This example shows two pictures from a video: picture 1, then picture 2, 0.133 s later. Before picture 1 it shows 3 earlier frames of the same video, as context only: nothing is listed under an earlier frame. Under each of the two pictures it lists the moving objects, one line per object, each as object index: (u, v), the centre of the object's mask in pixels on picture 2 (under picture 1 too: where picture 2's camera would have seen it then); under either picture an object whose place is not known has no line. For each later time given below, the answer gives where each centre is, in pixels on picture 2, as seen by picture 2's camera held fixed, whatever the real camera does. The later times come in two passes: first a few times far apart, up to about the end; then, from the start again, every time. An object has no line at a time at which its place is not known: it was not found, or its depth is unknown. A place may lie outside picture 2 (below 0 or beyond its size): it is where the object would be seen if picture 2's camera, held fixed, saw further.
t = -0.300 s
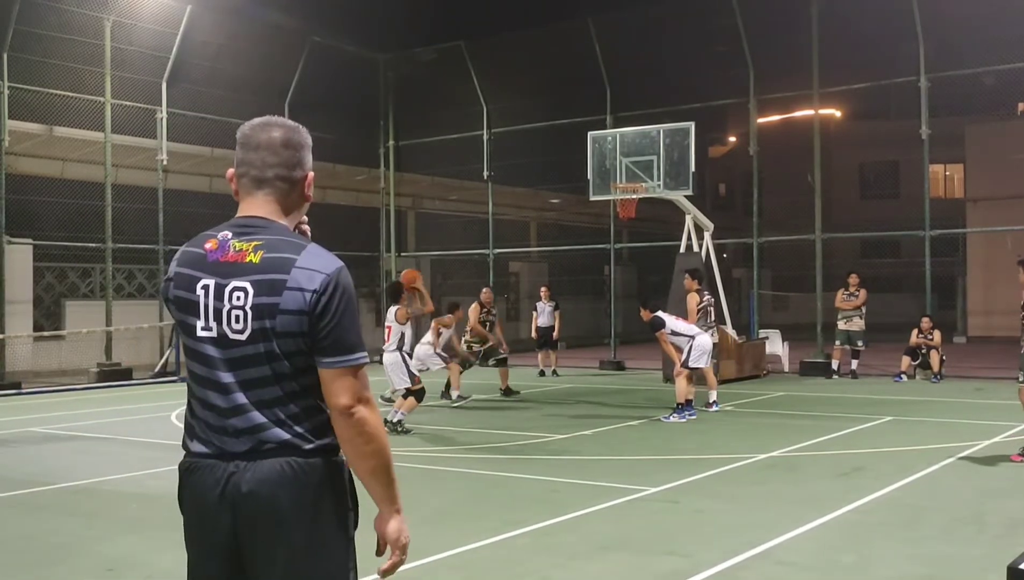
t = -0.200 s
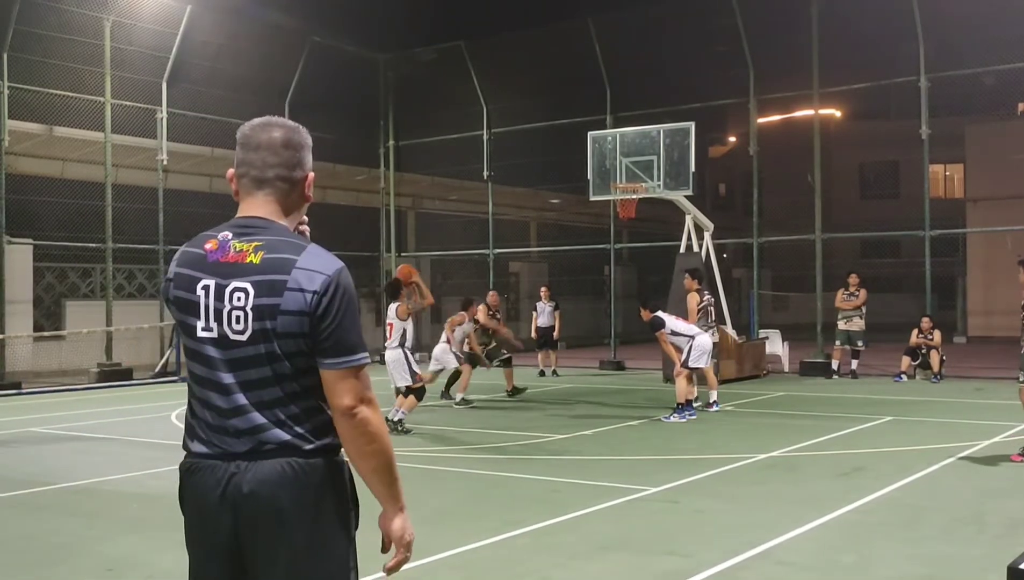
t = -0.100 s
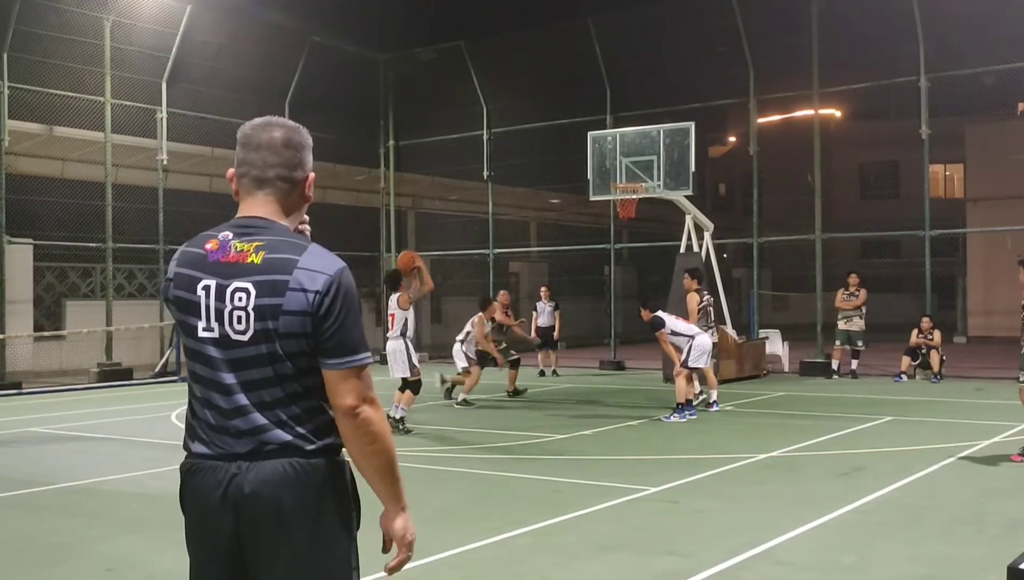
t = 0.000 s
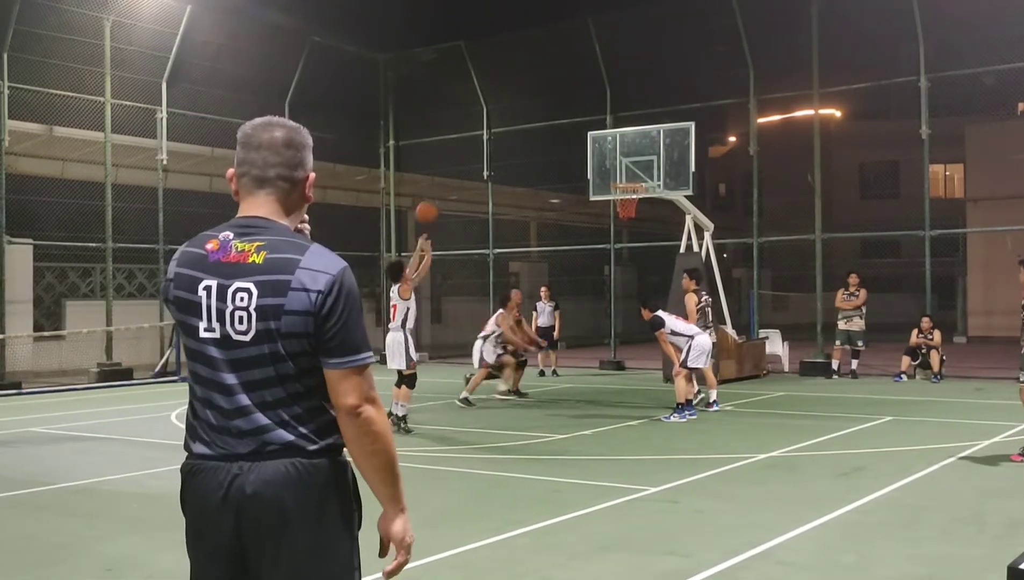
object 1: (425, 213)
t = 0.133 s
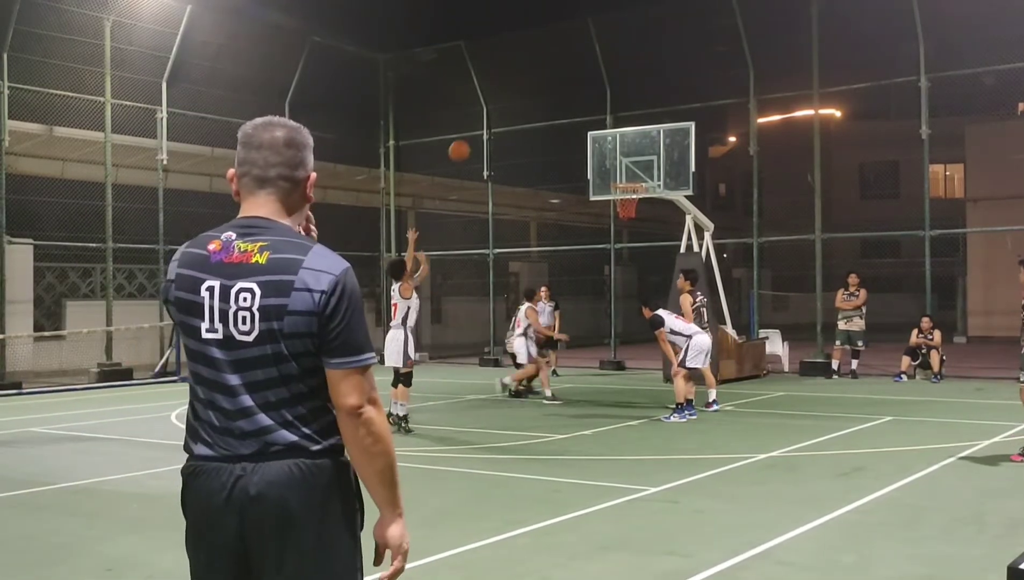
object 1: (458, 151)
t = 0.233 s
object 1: (478, 120)
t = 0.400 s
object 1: (512, 91)
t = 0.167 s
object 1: (467, 137)
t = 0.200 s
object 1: (472, 131)
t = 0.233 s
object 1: (478, 120)
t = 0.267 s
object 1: (487, 110)
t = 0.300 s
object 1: (492, 106)
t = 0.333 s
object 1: (500, 99)
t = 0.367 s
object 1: (509, 93)
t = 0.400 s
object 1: (512, 91)
